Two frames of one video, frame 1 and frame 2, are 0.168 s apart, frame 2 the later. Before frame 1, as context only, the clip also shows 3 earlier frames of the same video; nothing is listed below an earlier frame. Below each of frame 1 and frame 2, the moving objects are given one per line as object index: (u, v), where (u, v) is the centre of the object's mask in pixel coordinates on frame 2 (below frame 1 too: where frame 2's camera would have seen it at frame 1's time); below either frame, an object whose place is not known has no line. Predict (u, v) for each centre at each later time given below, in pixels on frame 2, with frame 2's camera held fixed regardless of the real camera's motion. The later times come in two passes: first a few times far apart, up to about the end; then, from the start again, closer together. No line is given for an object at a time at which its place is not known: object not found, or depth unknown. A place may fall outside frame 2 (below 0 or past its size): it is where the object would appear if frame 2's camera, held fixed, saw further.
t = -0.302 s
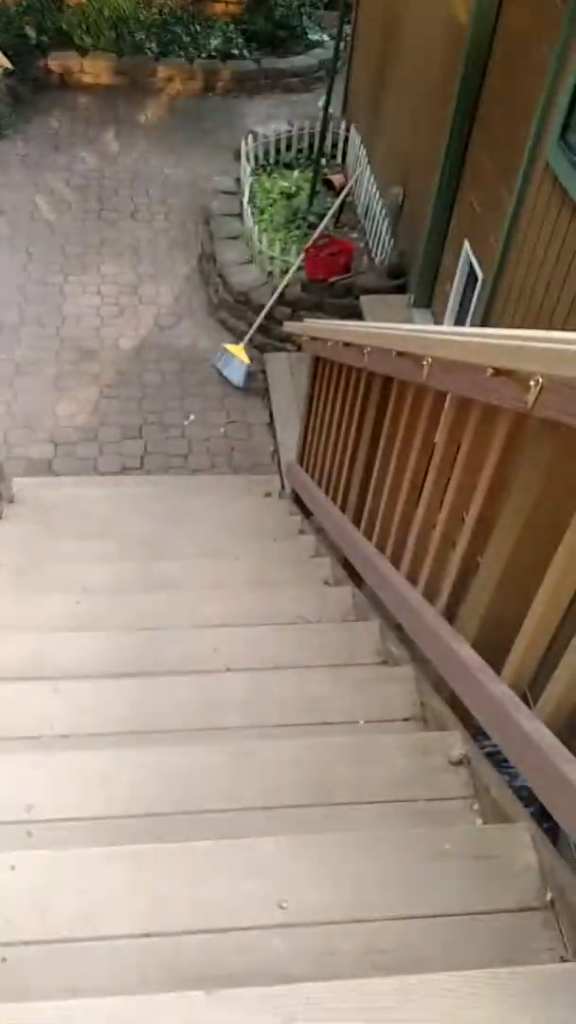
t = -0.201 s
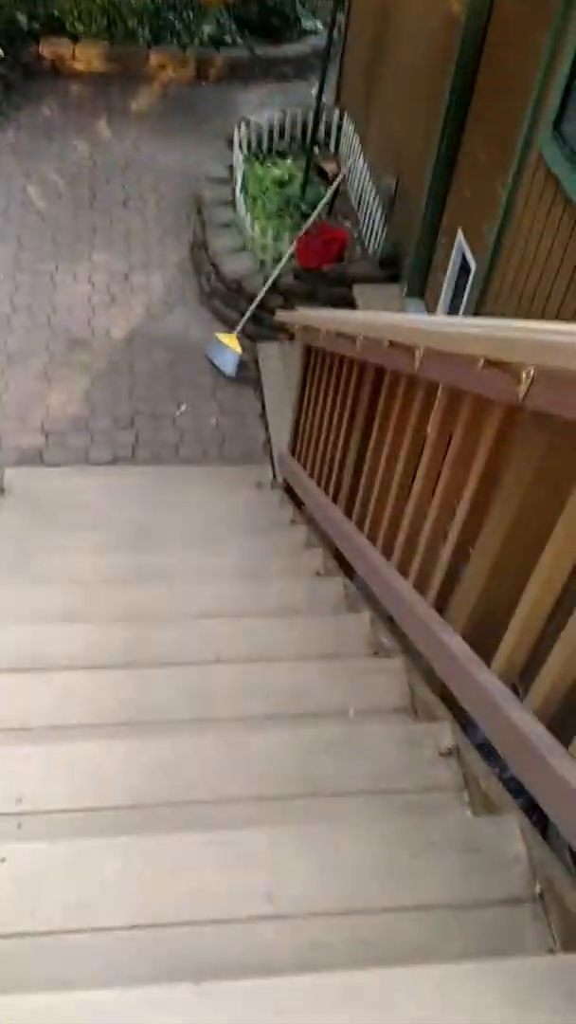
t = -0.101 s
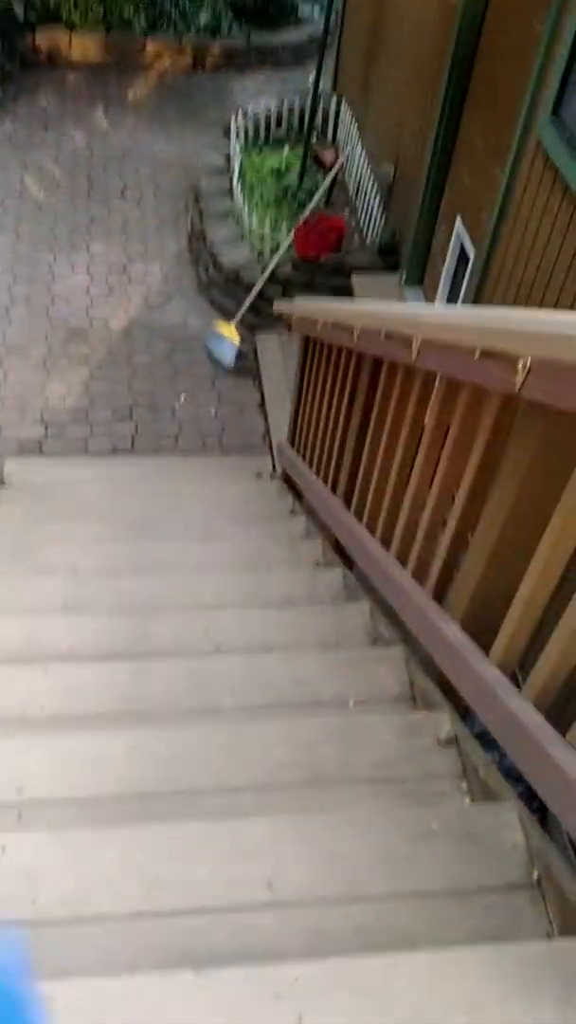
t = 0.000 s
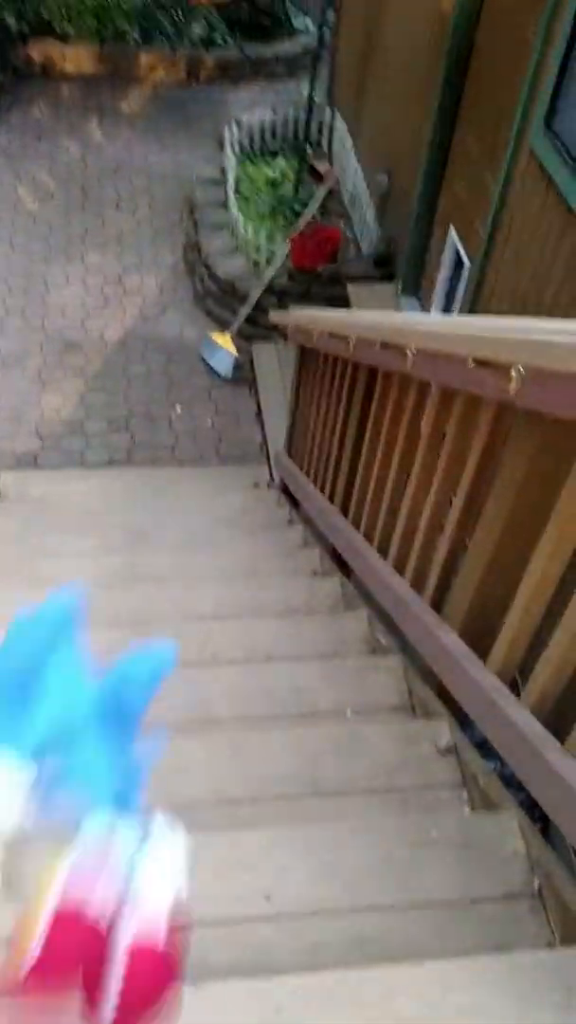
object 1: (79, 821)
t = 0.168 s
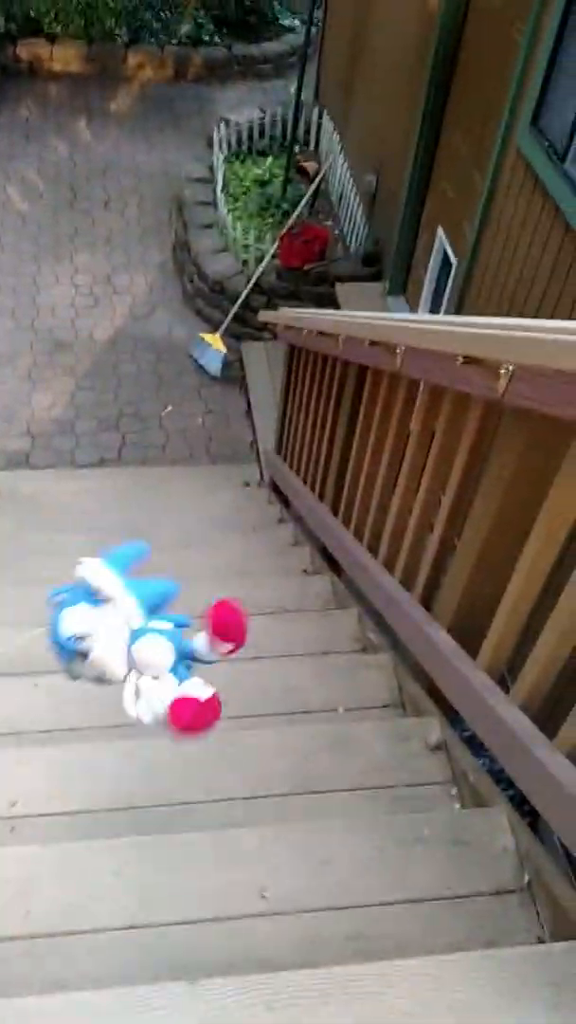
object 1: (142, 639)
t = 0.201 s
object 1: (151, 642)
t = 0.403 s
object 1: (166, 713)
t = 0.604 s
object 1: (142, 601)
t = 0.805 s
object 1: (130, 574)
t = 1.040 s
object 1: (136, 528)
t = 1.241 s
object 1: (144, 510)
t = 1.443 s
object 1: (118, 465)
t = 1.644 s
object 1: (103, 458)
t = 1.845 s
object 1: (97, 433)
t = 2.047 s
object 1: (96, 406)
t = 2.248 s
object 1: (101, 396)
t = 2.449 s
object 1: (109, 387)
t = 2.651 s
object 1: (117, 387)
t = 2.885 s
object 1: (111, 392)
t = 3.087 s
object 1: (112, 392)
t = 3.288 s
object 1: (112, 391)
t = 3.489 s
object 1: (111, 391)
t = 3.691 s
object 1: (111, 392)
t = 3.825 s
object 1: (111, 392)
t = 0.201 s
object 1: (151, 642)
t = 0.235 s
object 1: (158, 649)
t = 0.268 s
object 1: (162, 660)
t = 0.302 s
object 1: (168, 672)
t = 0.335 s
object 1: (169, 685)
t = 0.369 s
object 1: (167, 699)
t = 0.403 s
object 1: (166, 713)
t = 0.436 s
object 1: (167, 714)
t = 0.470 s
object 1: (161, 692)
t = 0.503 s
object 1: (155, 661)
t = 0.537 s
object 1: (152, 636)
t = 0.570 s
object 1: (148, 617)
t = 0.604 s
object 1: (142, 601)
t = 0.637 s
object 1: (137, 588)
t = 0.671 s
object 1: (138, 581)
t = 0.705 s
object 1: (135, 576)
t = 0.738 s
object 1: (131, 575)
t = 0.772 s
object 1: (132, 572)
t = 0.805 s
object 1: (130, 574)
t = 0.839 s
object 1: (130, 577)
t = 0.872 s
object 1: (132, 569)
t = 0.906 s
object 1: (133, 557)
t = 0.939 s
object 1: (134, 550)
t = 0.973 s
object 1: (135, 544)
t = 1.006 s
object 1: (136, 538)
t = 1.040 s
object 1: (136, 528)
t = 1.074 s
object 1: (139, 522)
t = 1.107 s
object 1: (140, 516)
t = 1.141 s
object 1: (142, 515)
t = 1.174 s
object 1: (143, 514)
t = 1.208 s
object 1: (144, 514)
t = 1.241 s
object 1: (144, 510)
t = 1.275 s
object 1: (141, 504)
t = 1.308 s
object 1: (136, 493)
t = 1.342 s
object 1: (130, 483)
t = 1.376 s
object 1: (126, 473)
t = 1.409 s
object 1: (121, 468)
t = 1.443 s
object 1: (118, 465)
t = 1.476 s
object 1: (114, 462)
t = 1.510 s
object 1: (111, 460)
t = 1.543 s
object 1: (110, 461)
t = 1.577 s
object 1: (107, 468)
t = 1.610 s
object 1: (104, 468)
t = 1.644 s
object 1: (103, 458)
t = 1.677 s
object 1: (102, 448)
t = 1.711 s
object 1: (103, 441)
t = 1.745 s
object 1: (99, 435)
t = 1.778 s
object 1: (98, 433)
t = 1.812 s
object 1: (98, 433)
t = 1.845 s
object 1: (97, 433)
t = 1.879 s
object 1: (96, 432)
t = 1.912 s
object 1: (96, 431)
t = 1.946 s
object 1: (95, 424)
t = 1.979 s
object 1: (95, 416)
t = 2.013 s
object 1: (96, 409)
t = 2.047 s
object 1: (96, 406)
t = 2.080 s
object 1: (100, 406)
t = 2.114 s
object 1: (99, 404)
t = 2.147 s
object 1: (99, 402)
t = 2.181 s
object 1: (100, 399)
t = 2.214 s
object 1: (101, 397)
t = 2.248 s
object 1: (101, 396)
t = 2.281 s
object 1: (102, 394)
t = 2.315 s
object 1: (103, 393)
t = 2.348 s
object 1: (105, 391)
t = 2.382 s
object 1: (107, 389)
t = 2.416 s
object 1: (108, 388)
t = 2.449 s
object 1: (109, 387)
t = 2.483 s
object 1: (110, 386)
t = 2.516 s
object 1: (113, 385)
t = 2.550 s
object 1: (114, 385)
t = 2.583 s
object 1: (115, 386)
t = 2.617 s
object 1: (116, 386)
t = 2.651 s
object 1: (117, 387)
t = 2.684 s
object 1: (116, 388)
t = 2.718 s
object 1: (116, 389)
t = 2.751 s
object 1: (114, 391)
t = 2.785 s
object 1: (113, 392)
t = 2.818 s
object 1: (112, 393)
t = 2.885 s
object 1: (111, 392)
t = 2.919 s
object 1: (111, 393)
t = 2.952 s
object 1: (111, 392)
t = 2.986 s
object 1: (111, 392)
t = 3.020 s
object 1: (111, 392)
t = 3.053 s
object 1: (111, 392)
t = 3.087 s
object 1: (112, 392)
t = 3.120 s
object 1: (112, 392)
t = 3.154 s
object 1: (112, 392)
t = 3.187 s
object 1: (112, 393)
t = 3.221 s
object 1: (112, 393)
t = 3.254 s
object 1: (112, 392)
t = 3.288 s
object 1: (112, 391)
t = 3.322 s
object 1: (112, 391)
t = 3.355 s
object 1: (112, 393)
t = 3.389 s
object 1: (112, 393)
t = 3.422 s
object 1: (112, 391)
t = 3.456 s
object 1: (111, 391)
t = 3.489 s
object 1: (111, 391)
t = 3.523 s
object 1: (111, 392)
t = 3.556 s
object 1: (111, 391)
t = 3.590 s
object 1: (111, 392)
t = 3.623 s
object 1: (111, 392)
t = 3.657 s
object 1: (111, 392)
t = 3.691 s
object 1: (111, 392)
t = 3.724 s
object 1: (111, 392)
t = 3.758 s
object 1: (111, 392)
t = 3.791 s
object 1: (111, 392)
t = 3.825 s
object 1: (111, 392)
